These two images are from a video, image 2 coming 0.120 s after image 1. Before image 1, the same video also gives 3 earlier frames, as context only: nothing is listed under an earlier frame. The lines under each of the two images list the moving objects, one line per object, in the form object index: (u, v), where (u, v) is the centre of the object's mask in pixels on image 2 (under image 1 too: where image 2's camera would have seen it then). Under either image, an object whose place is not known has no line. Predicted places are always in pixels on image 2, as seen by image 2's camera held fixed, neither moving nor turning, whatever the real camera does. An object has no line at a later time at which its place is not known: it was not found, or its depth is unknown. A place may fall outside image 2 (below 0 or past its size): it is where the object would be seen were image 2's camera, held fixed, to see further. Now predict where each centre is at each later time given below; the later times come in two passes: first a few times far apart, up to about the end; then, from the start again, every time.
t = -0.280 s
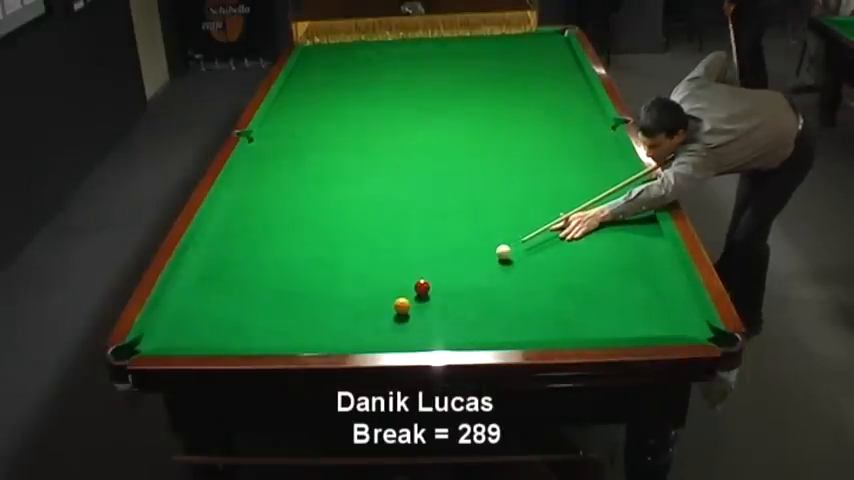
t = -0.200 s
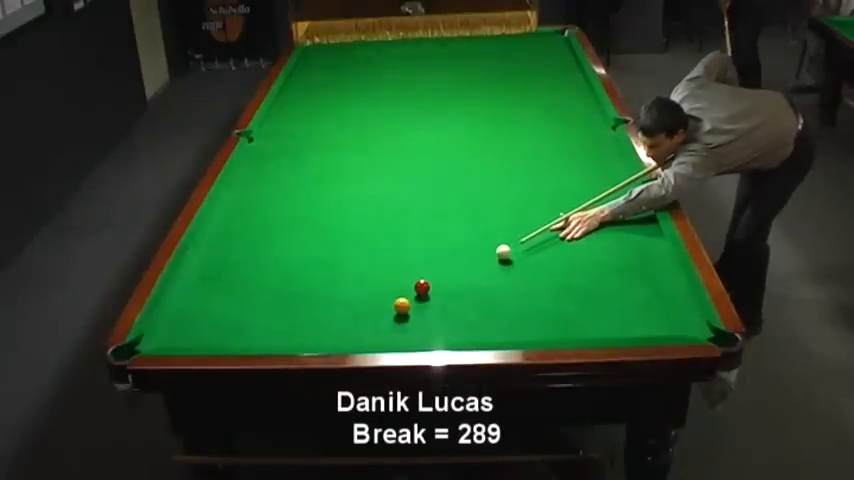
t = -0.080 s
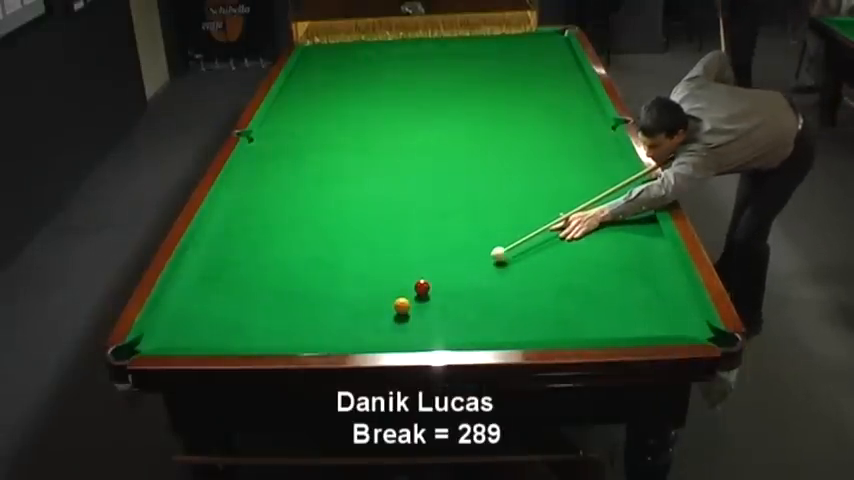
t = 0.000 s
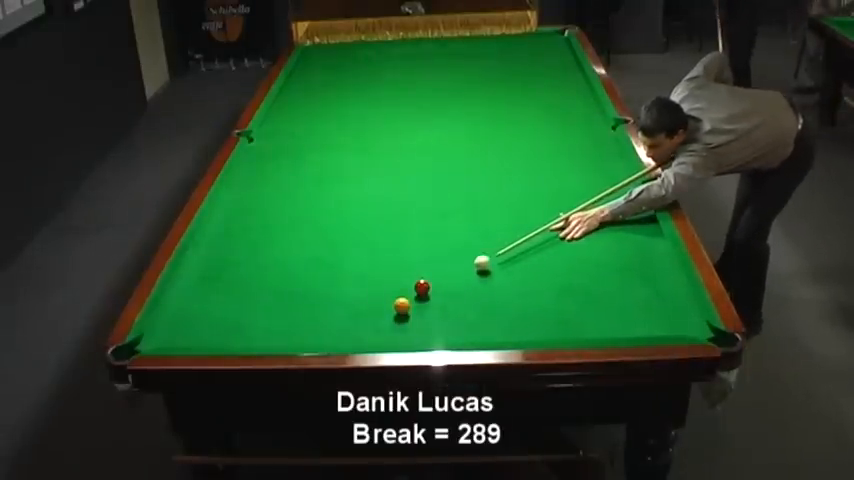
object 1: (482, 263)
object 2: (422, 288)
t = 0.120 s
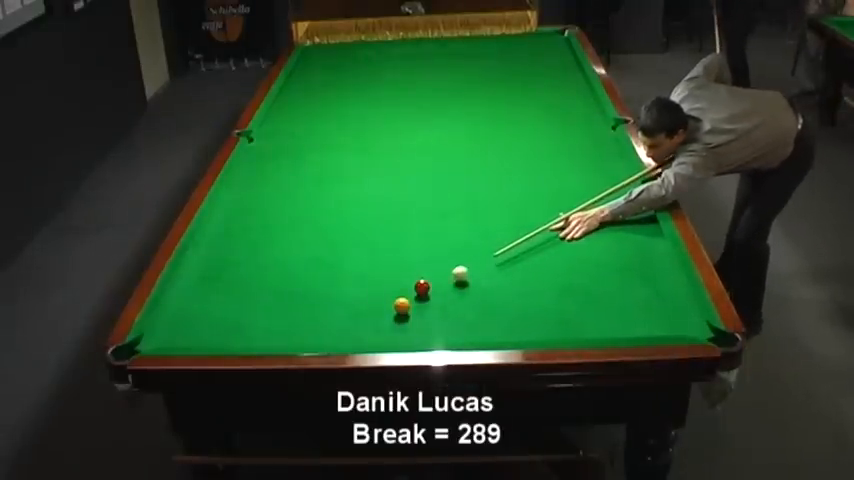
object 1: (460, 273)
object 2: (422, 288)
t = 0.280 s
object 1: (437, 288)
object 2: (415, 289)
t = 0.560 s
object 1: (428, 308)
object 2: (378, 295)
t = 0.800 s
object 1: (420, 325)
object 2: (349, 300)
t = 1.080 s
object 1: (411, 335)
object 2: (316, 305)
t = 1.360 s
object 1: (406, 325)
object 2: (286, 310)
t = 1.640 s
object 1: (402, 315)
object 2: (259, 315)
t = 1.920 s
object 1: (400, 314)
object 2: (234, 319)
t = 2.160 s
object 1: (400, 314)
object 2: (215, 322)
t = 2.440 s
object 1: (400, 314)
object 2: (194, 326)
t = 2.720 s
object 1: (400, 314)
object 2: (177, 329)
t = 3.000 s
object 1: (400, 314)
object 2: (161, 331)
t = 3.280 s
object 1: (400, 314)
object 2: (154, 333)
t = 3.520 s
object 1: (400, 314)
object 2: (158, 334)
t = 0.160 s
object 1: (452, 277)
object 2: (422, 288)
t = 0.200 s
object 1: (445, 281)
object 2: (422, 288)
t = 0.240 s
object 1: (438, 285)
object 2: (421, 288)
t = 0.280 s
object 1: (437, 288)
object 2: (415, 289)
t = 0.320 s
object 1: (436, 291)
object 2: (409, 290)
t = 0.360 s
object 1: (435, 293)
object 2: (404, 290)
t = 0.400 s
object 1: (433, 296)
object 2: (398, 291)
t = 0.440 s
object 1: (432, 299)
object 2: (394, 292)
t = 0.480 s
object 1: (430, 302)
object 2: (388, 294)
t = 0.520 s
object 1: (429, 305)
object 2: (383, 294)
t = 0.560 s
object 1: (428, 308)
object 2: (378, 295)
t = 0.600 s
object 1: (427, 311)
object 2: (373, 296)
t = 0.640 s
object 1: (425, 314)
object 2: (368, 297)
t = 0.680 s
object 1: (424, 317)
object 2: (363, 297)
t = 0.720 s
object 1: (423, 320)
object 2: (358, 298)
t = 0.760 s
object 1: (421, 322)
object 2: (353, 299)
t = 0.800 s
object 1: (420, 325)
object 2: (349, 300)
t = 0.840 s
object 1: (419, 327)
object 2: (344, 301)
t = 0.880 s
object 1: (417, 331)
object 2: (339, 302)
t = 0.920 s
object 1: (416, 333)
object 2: (334, 302)
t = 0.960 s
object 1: (414, 335)
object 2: (330, 303)
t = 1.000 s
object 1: (412, 337)
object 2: (325, 304)
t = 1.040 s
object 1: (412, 336)
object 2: (321, 304)
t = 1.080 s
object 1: (411, 335)
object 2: (316, 305)
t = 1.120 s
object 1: (410, 334)
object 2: (312, 306)
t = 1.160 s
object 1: (410, 333)
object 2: (308, 307)
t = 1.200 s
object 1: (409, 331)
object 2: (303, 307)
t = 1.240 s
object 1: (408, 330)
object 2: (299, 308)
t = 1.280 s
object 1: (408, 328)
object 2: (295, 309)
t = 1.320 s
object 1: (407, 327)
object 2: (290, 310)
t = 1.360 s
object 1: (406, 325)
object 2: (286, 310)
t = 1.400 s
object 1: (406, 324)
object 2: (283, 311)
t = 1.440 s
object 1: (405, 322)
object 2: (278, 312)
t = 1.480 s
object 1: (404, 320)
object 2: (274, 312)
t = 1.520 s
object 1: (404, 319)
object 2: (271, 313)
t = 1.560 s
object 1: (403, 318)
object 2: (267, 313)
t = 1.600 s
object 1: (403, 317)
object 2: (263, 314)
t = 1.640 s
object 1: (402, 315)
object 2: (259, 315)
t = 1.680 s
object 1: (402, 315)
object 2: (255, 316)
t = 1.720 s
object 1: (401, 315)
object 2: (252, 316)
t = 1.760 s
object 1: (401, 314)
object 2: (248, 317)
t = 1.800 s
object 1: (401, 314)
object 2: (245, 317)
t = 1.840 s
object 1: (401, 314)
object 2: (241, 318)
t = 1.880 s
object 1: (400, 314)
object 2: (237, 318)
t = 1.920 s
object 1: (400, 314)
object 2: (234, 319)
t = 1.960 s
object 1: (400, 314)
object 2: (231, 319)
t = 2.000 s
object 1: (400, 314)
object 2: (228, 320)
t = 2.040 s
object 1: (400, 314)
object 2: (224, 321)
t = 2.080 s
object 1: (400, 314)
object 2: (221, 321)
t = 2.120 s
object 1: (400, 314)
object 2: (218, 322)
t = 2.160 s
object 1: (400, 314)
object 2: (215, 322)
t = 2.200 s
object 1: (400, 314)
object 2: (212, 323)
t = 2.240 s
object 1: (400, 314)
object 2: (208, 323)
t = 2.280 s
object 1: (400, 314)
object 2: (206, 323)
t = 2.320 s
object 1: (400, 314)
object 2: (203, 324)
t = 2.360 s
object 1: (400, 314)
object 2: (200, 324)
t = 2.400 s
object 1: (400, 314)
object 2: (197, 325)
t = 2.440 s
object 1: (400, 314)
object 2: (194, 326)
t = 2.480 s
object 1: (400, 314)
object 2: (192, 326)
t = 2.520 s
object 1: (400, 314)
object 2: (189, 327)
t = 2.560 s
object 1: (400, 314)
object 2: (186, 327)
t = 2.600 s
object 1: (400, 314)
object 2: (184, 327)
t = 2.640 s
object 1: (400, 314)
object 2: (181, 328)
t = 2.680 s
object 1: (400, 314)
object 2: (179, 328)
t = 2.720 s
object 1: (400, 314)
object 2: (177, 329)
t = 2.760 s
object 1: (399, 314)
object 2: (174, 329)
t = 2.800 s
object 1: (400, 314)
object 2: (172, 329)
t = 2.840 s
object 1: (400, 314)
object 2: (170, 329)
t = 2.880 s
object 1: (400, 314)
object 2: (167, 330)
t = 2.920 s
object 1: (400, 314)
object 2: (165, 330)
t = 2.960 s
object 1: (399, 314)
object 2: (163, 331)
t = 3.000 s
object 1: (400, 314)
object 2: (161, 331)
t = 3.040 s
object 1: (400, 314)
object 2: (159, 332)
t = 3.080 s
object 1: (400, 314)
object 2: (157, 331)
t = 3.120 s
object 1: (400, 314)
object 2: (155, 332)
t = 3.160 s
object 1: (400, 314)
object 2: (153, 332)
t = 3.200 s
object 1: (400, 314)
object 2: (153, 333)
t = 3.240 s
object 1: (400, 314)
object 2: (153, 333)
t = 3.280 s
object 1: (400, 314)
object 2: (154, 333)
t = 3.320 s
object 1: (400, 314)
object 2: (155, 334)
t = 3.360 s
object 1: (400, 314)
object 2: (156, 334)
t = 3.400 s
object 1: (400, 314)
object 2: (156, 334)
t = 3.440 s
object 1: (400, 314)
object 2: (157, 334)
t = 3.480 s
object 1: (400, 314)
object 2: (158, 334)
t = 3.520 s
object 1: (400, 314)
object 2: (158, 334)
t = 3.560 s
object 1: (400, 314)
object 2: (159, 334)
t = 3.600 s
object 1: (400, 314)
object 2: (159, 335)
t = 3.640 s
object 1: (400, 314)
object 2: (160, 335)
